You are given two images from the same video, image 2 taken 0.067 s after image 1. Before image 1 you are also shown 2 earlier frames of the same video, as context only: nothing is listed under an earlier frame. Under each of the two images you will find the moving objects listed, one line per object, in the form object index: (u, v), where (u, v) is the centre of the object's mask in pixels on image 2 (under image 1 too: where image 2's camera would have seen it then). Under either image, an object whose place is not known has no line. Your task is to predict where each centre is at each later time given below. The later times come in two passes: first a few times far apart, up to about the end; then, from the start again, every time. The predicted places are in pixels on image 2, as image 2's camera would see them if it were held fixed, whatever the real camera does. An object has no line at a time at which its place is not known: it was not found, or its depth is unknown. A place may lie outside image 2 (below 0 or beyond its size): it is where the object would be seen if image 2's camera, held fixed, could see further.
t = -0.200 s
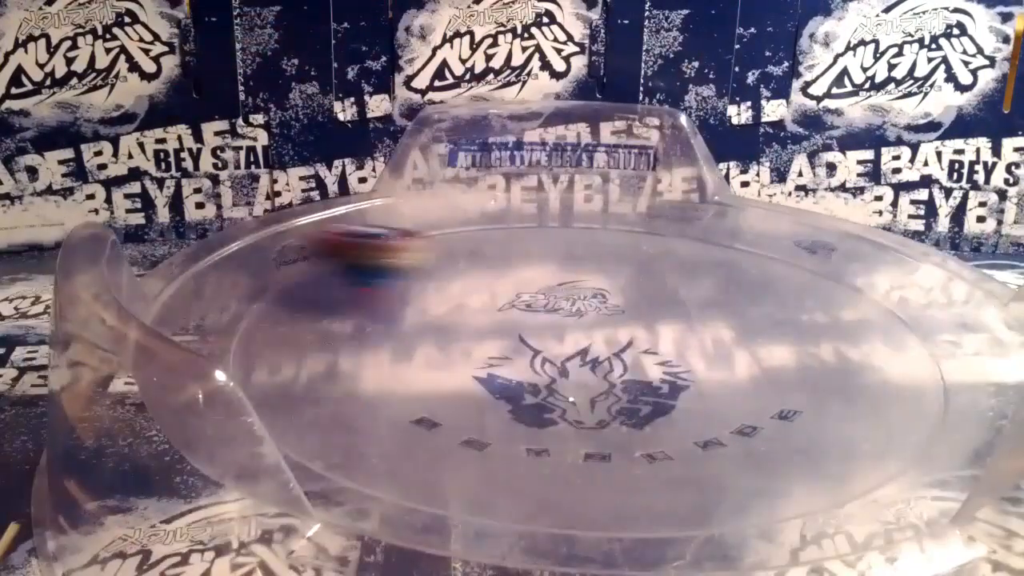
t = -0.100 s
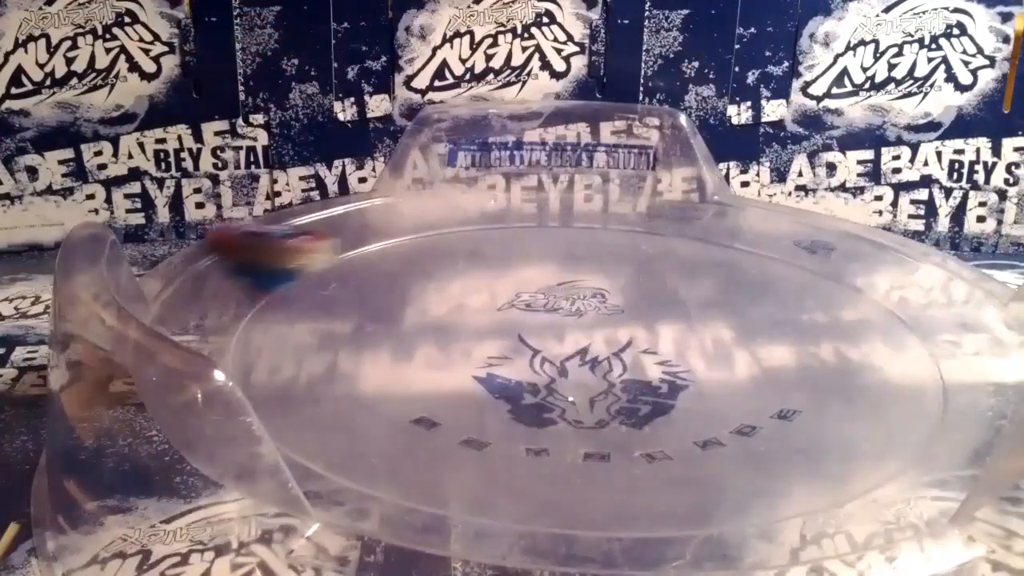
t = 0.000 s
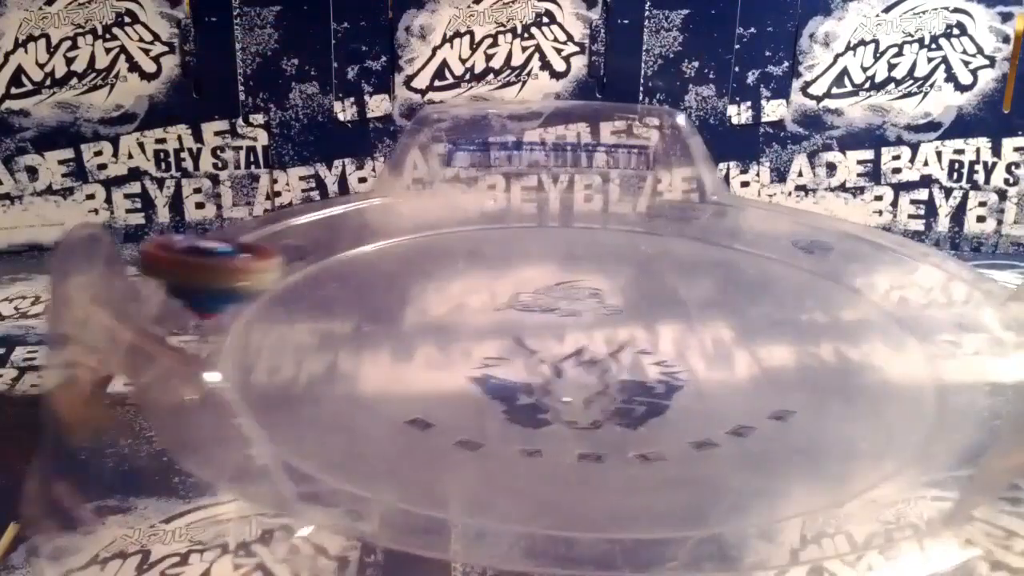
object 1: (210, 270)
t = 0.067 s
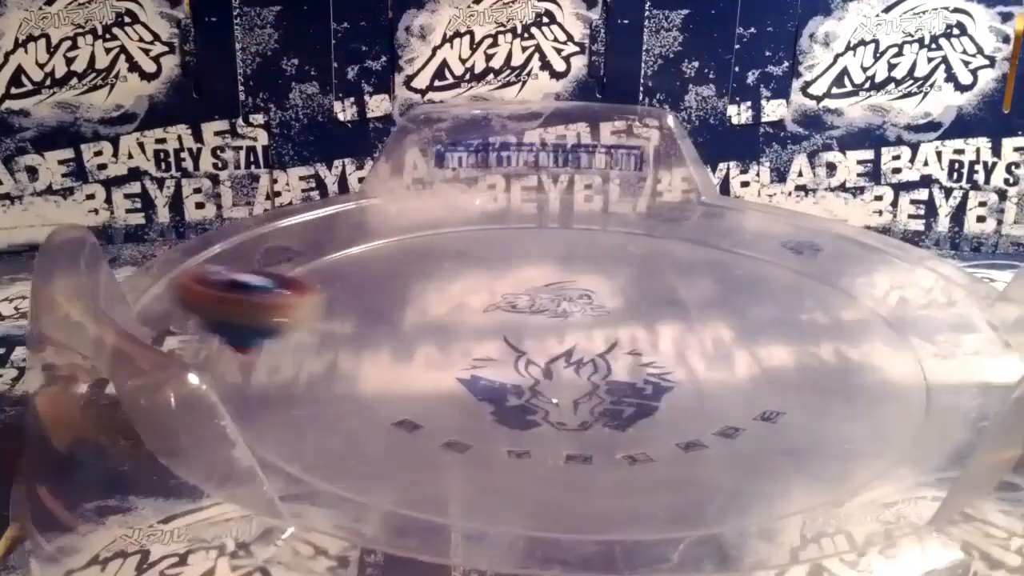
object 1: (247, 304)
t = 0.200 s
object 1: (332, 350)
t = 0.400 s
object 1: (443, 380)
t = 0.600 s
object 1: (482, 335)
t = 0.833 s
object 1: (397, 289)
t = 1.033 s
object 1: (358, 309)
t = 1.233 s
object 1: (479, 340)
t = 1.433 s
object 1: (560, 295)
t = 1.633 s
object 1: (516, 250)
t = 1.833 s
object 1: (454, 266)
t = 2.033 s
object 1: (525, 320)
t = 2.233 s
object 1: (651, 307)
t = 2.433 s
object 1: (661, 264)
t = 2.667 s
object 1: (578, 276)
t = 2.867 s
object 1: (598, 333)
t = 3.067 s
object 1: (714, 346)
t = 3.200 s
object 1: (746, 326)
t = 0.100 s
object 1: (268, 315)
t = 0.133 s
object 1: (293, 329)
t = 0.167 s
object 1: (311, 340)
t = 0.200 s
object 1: (332, 350)
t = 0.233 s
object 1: (353, 361)
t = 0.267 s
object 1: (372, 369)
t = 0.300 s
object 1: (387, 375)
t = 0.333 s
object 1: (404, 379)
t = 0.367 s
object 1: (424, 381)
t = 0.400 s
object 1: (443, 380)
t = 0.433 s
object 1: (461, 377)
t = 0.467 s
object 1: (474, 372)
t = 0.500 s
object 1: (483, 364)
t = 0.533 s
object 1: (487, 356)
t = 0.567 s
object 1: (486, 344)
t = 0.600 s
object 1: (482, 335)
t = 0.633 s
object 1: (477, 327)
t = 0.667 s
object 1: (466, 318)
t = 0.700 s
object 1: (455, 310)
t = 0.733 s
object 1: (441, 302)
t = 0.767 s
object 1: (426, 296)
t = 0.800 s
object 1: (411, 292)
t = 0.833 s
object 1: (397, 289)
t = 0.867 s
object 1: (383, 288)
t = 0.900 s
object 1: (372, 289)
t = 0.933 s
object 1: (363, 291)
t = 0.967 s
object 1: (357, 295)
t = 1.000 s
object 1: (355, 301)
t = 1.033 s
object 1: (358, 309)
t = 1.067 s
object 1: (368, 318)
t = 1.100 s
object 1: (383, 327)
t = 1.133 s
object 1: (405, 334)
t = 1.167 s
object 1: (428, 339)
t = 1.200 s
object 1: (455, 341)
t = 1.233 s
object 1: (479, 340)
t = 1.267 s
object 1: (503, 337)
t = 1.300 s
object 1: (521, 332)
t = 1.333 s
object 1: (538, 324)
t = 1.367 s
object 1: (549, 315)
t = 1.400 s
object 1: (556, 305)
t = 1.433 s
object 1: (560, 295)
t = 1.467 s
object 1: (560, 285)
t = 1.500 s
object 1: (557, 276)
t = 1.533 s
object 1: (551, 268)
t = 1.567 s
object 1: (542, 260)
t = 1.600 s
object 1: (530, 255)
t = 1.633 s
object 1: (516, 250)
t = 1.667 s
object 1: (503, 247)
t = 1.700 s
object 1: (490, 246)
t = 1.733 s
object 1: (478, 248)
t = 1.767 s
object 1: (467, 252)
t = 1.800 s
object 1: (458, 257)
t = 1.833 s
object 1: (454, 266)
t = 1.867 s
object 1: (454, 275)
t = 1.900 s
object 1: (459, 286)
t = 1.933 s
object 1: (470, 296)
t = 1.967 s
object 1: (485, 305)
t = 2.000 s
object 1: (504, 314)
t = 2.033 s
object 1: (525, 320)
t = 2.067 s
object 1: (550, 324)
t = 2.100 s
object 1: (571, 324)
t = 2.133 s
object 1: (593, 322)
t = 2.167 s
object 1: (615, 320)
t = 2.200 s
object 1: (636, 314)
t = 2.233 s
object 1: (651, 307)
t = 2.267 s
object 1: (662, 299)
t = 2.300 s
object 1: (669, 292)
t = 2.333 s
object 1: (672, 284)
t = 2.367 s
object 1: (672, 276)
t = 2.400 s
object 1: (668, 269)
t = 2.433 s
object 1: (661, 264)
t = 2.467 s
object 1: (652, 259)
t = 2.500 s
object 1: (642, 257)
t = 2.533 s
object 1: (630, 256)
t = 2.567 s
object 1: (615, 257)
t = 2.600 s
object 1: (600, 261)
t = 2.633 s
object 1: (588, 267)
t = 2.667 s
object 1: (578, 276)
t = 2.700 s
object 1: (571, 285)
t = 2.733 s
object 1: (568, 295)
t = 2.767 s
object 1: (570, 306)
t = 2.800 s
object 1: (576, 316)
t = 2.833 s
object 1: (585, 324)
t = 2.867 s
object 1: (598, 333)
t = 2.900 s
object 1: (614, 340)
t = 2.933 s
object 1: (633, 345)
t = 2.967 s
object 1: (654, 349)
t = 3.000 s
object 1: (676, 350)
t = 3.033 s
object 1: (695, 349)
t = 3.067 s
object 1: (714, 346)
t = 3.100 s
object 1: (730, 342)
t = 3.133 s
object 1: (740, 337)
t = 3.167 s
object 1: (745, 331)
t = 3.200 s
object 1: (746, 326)
